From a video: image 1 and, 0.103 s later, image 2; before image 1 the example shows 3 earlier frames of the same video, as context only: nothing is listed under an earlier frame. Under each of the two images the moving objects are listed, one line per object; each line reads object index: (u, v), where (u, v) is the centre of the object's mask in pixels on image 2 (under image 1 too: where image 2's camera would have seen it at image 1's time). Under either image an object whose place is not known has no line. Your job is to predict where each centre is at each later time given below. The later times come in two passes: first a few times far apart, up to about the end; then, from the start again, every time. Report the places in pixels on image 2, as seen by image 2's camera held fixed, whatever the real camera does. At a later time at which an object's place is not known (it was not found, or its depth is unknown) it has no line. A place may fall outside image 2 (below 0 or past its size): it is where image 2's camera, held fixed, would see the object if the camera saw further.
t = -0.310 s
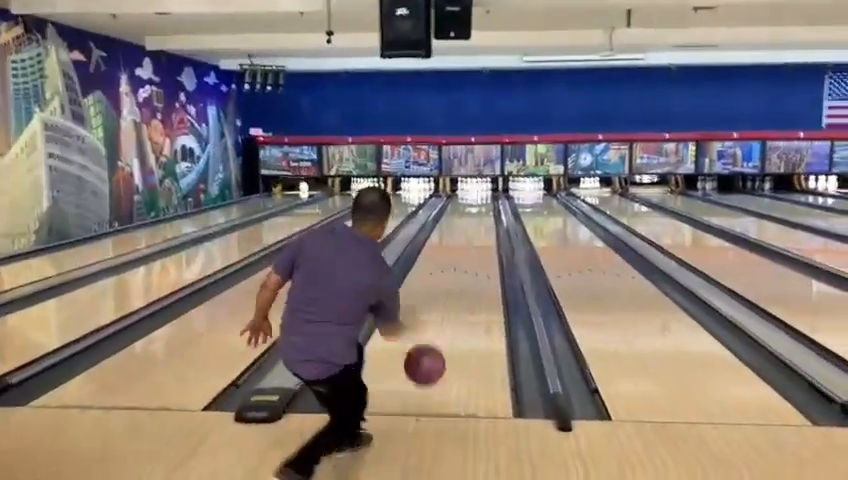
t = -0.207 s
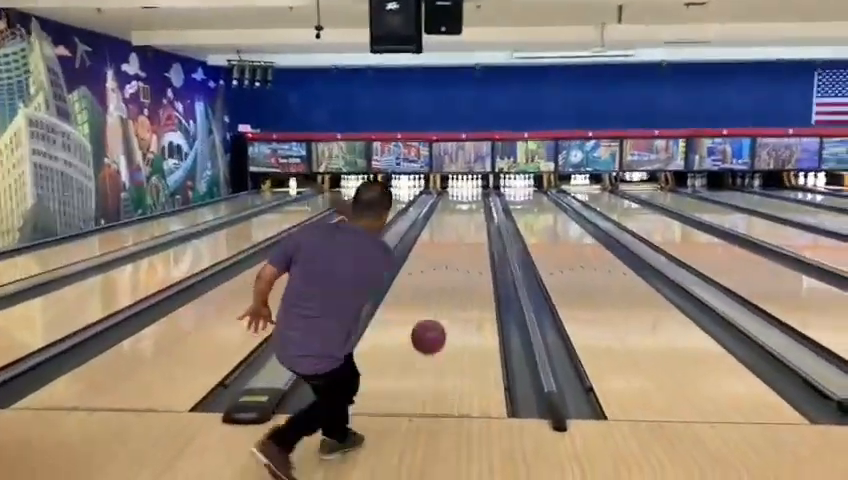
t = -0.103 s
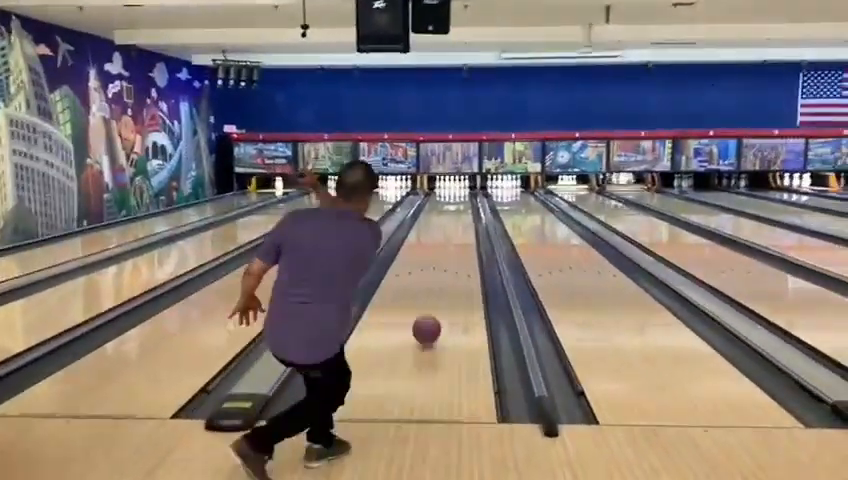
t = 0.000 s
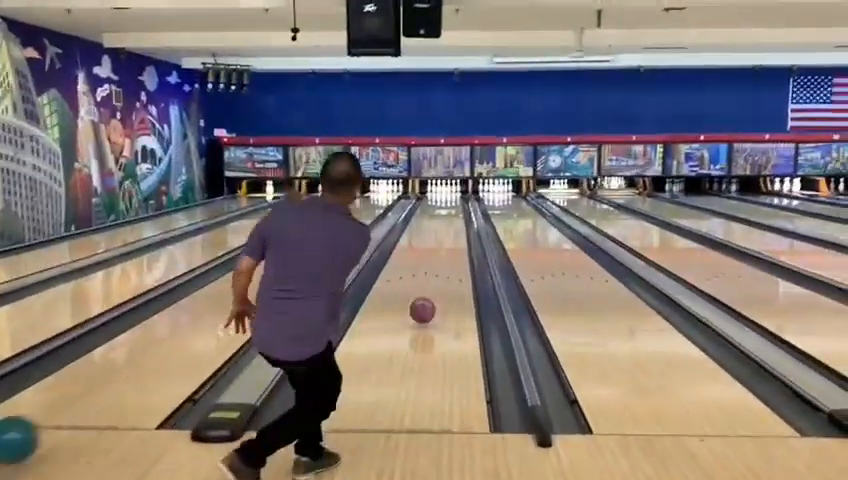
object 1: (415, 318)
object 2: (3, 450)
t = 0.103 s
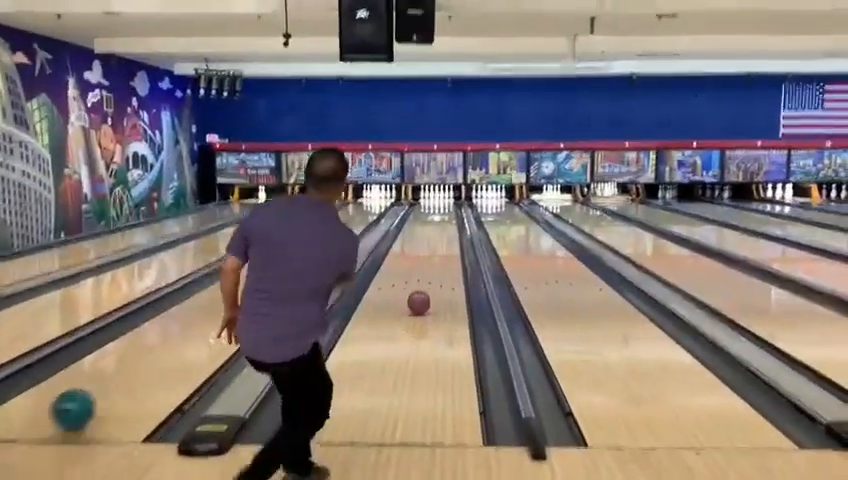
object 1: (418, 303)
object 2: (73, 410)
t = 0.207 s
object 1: (421, 289)
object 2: (126, 376)
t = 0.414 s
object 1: (425, 267)
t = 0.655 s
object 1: (429, 247)
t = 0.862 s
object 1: (430, 233)
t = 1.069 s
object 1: (432, 224)
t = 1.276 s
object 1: (432, 219)
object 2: (326, 238)
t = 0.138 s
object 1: (419, 298)
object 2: (93, 396)
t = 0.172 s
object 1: (420, 293)
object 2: (111, 386)
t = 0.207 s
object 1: (421, 289)
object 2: (126, 376)
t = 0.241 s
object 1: (422, 284)
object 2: (141, 366)
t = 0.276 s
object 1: (423, 280)
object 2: (154, 357)
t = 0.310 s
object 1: (423, 276)
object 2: (167, 349)
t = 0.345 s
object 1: (424, 273)
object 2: (178, 341)
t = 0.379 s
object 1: (425, 270)
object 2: (187, 334)
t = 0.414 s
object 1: (425, 267)
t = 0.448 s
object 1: (426, 263)
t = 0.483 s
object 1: (426, 260)
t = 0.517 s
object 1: (427, 257)
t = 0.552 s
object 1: (427, 255)
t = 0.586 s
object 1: (428, 252)
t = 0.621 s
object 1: (428, 250)
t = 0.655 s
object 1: (429, 247)
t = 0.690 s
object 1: (429, 245)
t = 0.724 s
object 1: (429, 242)
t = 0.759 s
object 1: (430, 240)
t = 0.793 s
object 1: (430, 238)
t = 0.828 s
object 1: (430, 236)
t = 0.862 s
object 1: (430, 233)
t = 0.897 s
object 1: (431, 231)
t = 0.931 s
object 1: (431, 230)
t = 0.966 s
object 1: (431, 228)
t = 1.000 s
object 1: (432, 226)
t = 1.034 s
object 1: (432, 225)
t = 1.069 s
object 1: (432, 224)
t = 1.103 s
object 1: (432, 223)
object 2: (317, 246)
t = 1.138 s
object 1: (432, 223)
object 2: (318, 245)
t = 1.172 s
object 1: (432, 222)
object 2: (319, 243)
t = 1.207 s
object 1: (432, 220)
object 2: (322, 241)
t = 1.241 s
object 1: (432, 219)
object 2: (324, 239)
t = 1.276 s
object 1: (432, 219)
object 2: (326, 238)
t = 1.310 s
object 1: (432, 218)
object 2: (328, 237)
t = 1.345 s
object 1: (432, 217)
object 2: (331, 235)
